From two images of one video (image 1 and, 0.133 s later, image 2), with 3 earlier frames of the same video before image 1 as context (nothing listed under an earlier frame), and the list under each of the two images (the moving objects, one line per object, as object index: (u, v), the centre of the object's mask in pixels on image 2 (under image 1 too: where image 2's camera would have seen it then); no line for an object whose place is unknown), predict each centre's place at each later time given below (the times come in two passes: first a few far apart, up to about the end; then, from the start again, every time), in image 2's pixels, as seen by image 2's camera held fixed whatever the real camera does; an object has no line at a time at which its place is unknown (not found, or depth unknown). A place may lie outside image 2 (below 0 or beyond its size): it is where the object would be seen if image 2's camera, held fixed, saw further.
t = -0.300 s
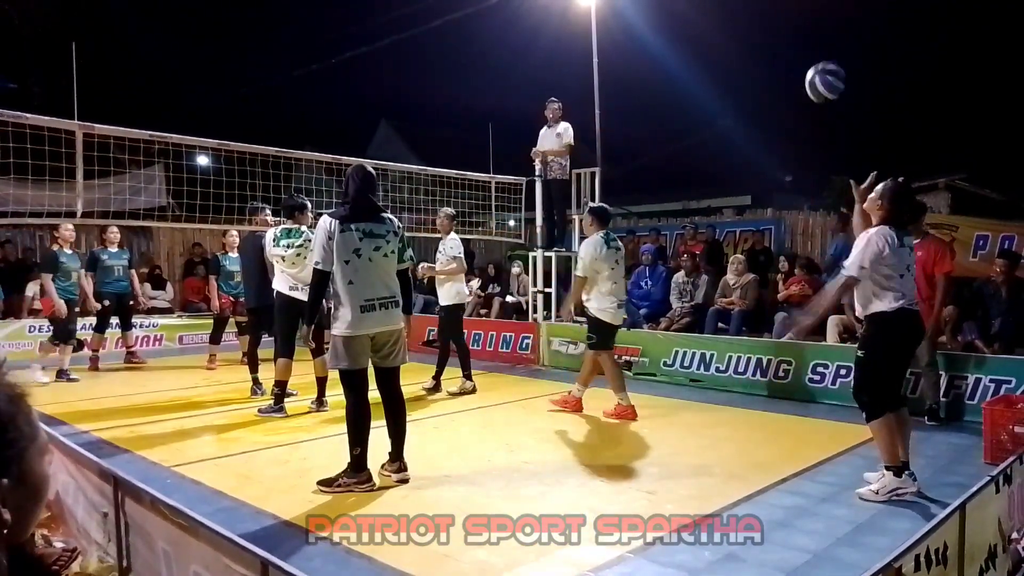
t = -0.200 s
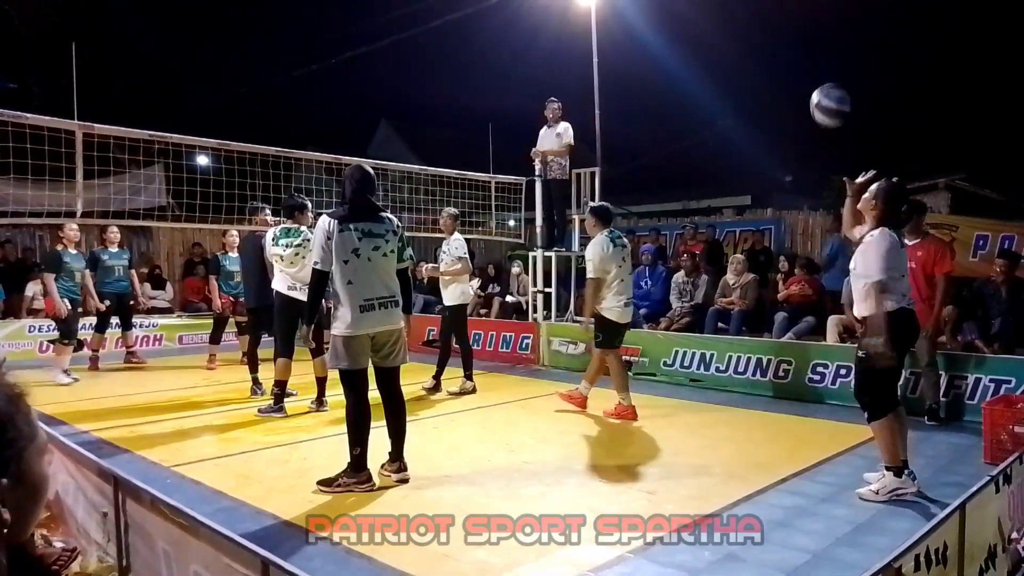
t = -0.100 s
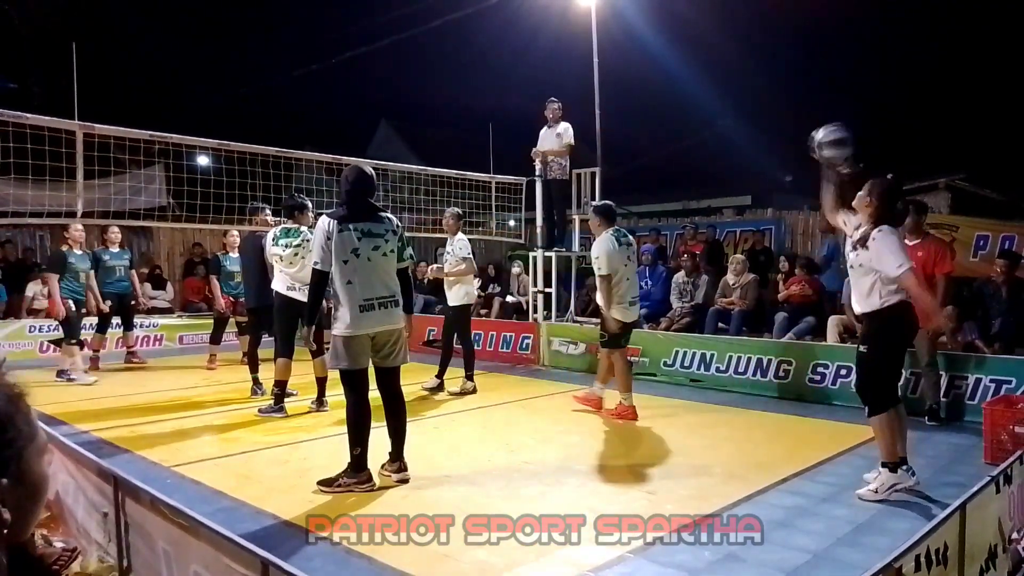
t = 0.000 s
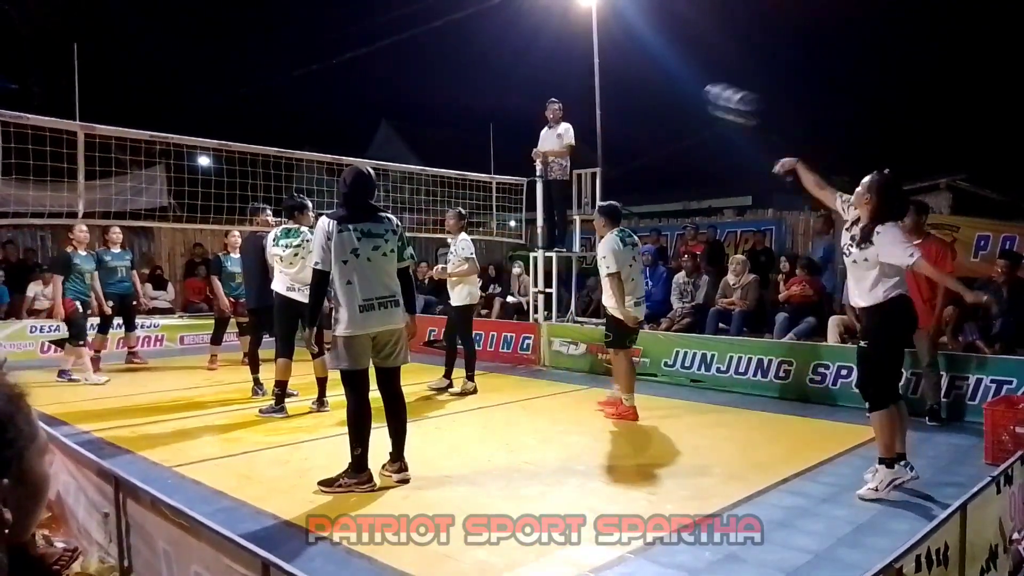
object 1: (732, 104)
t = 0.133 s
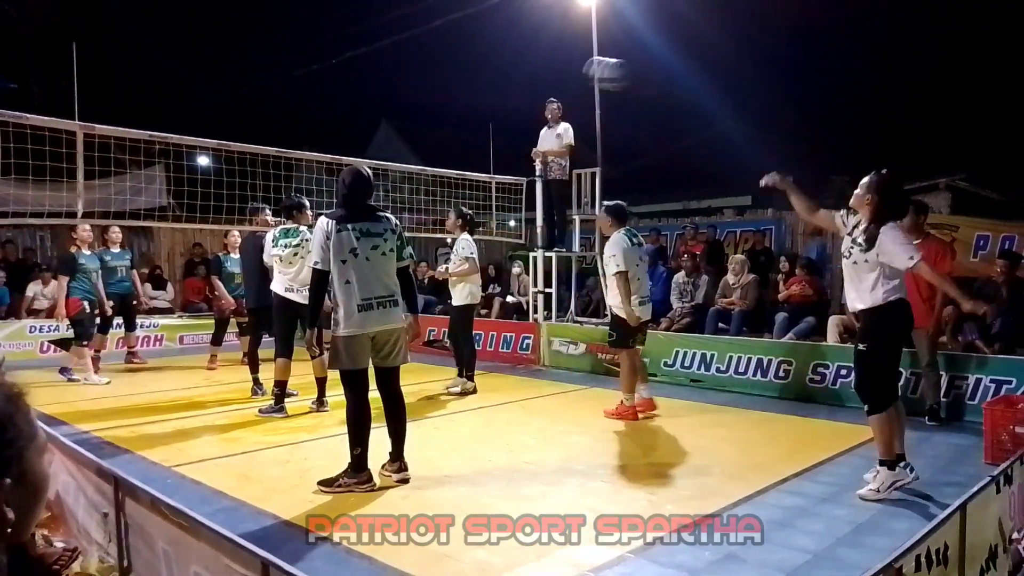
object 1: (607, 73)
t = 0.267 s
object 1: (513, 73)
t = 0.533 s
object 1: (383, 126)
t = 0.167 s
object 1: (579, 70)
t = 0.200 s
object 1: (559, 70)
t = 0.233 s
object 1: (535, 71)
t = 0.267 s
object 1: (513, 73)
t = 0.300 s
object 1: (494, 76)
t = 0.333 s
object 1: (474, 80)
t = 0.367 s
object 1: (457, 85)
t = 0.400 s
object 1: (441, 92)
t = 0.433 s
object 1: (425, 99)
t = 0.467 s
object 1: (411, 107)
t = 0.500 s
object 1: (397, 115)
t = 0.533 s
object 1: (383, 126)
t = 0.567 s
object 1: (371, 137)
